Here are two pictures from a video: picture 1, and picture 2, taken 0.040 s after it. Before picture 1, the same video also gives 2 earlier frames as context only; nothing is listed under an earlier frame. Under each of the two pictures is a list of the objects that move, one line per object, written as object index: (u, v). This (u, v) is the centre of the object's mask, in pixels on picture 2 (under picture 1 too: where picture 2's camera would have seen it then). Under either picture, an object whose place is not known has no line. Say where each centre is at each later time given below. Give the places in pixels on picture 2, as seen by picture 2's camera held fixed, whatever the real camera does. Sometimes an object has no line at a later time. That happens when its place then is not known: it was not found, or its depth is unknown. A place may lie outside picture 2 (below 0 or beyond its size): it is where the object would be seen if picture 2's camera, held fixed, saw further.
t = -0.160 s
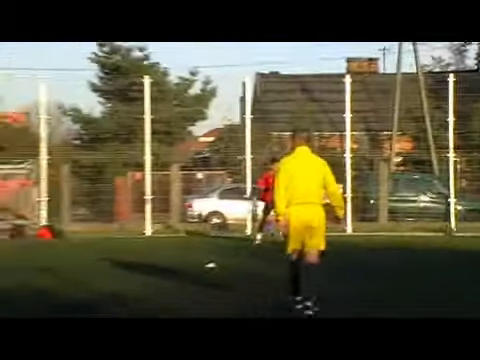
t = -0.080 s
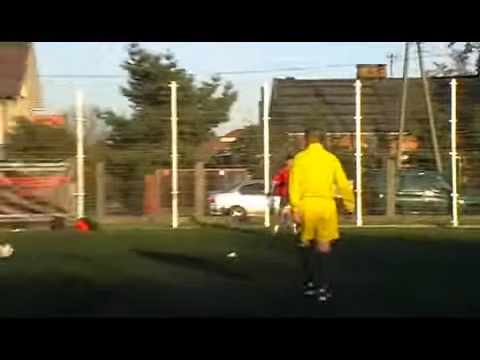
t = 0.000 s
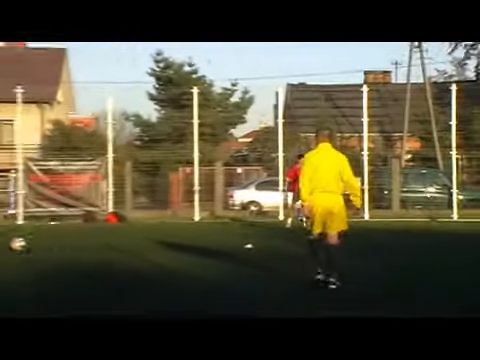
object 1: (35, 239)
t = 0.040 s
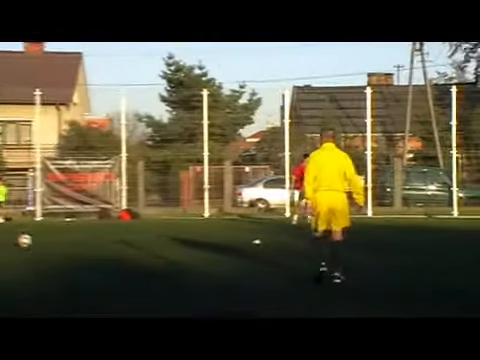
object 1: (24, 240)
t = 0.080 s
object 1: (12, 241)
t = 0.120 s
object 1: (0, 242)
